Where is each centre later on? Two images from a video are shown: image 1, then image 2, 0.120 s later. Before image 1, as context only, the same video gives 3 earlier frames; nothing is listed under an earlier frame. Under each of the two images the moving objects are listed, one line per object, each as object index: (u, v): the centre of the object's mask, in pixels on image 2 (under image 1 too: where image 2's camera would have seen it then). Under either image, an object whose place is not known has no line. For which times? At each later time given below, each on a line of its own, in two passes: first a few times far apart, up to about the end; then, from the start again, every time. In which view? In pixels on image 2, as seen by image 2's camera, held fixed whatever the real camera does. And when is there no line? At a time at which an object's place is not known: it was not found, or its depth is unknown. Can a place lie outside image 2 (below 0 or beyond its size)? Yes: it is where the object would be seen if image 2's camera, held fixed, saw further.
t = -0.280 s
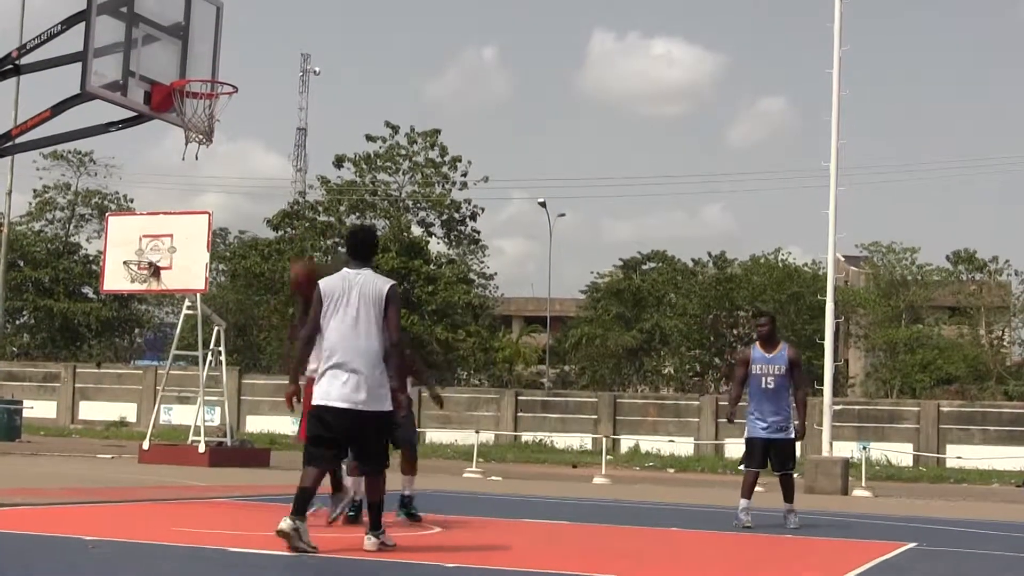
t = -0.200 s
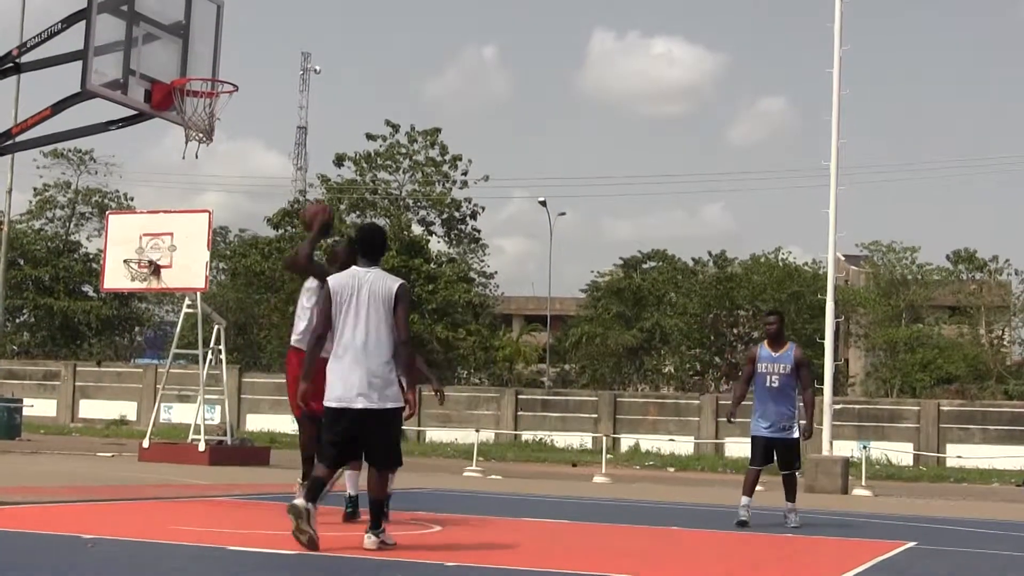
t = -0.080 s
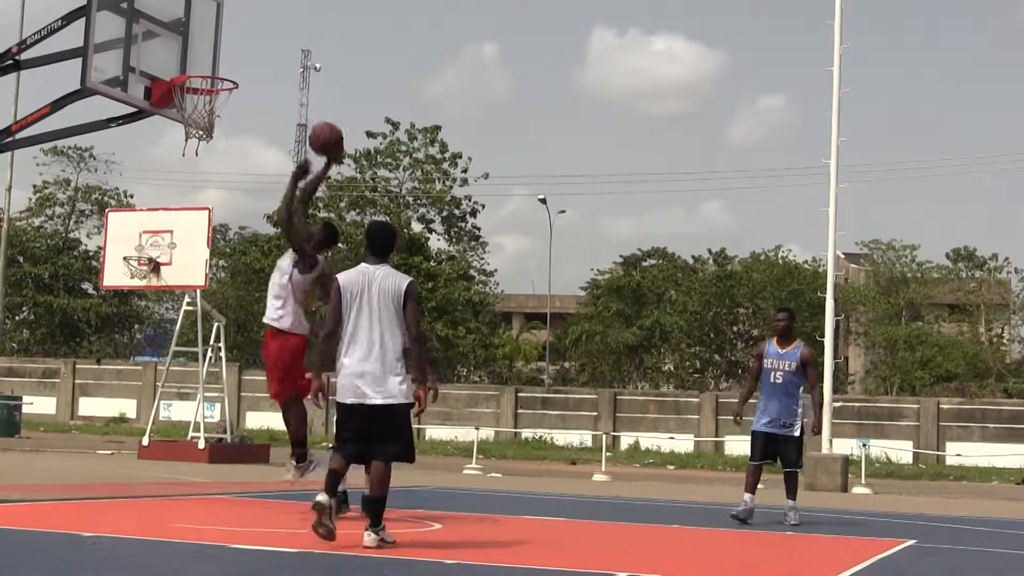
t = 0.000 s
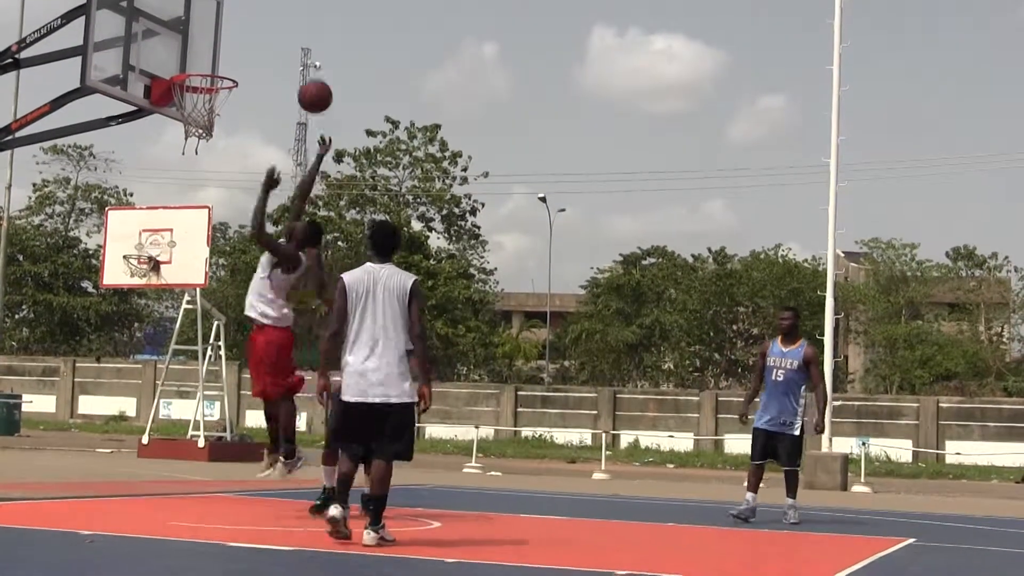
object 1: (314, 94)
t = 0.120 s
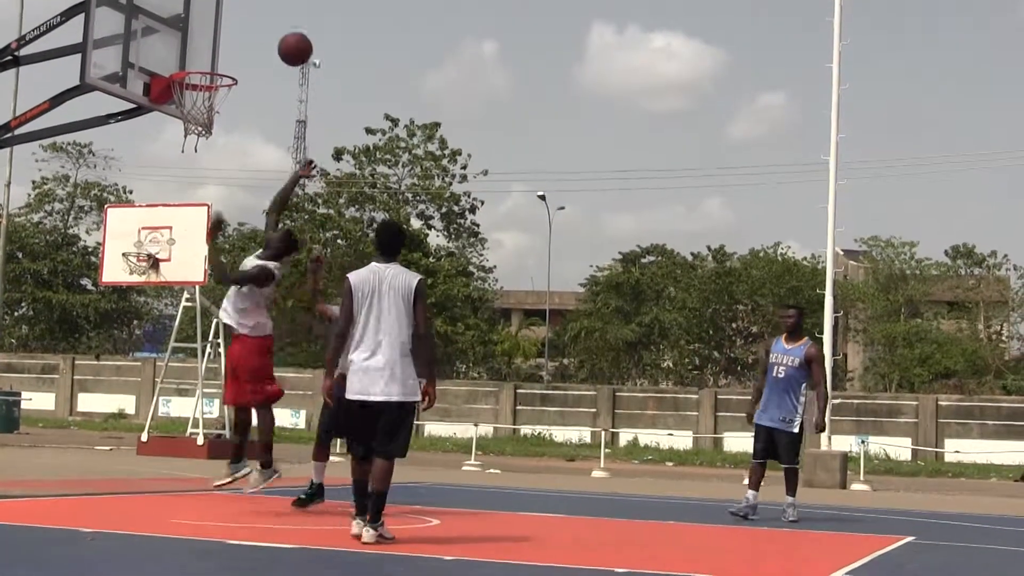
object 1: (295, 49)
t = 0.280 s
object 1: (268, 20)
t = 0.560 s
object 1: (216, 50)
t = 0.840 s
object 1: (197, 102)
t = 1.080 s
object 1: (202, 147)
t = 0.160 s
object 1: (288, 38)
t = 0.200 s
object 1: (282, 30)
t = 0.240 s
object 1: (275, 24)
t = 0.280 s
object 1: (268, 20)
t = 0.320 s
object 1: (260, 18)
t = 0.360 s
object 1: (253, 19)
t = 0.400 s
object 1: (246, 20)
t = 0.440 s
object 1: (238, 24)
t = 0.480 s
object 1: (231, 31)
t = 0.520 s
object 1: (223, 39)
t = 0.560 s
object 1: (216, 50)
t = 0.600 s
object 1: (209, 62)
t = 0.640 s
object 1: (206, 64)
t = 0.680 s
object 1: (204, 66)
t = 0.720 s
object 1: (200, 75)
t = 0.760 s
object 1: (195, 85)
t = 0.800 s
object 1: (196, 93)
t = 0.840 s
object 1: (197, 102)
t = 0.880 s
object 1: (200, 113)
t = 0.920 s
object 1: (201, 120)
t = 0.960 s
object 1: (204, 127)
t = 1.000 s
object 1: (204, 132)
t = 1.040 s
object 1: (203, 140)
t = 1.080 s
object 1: (202, 147)
